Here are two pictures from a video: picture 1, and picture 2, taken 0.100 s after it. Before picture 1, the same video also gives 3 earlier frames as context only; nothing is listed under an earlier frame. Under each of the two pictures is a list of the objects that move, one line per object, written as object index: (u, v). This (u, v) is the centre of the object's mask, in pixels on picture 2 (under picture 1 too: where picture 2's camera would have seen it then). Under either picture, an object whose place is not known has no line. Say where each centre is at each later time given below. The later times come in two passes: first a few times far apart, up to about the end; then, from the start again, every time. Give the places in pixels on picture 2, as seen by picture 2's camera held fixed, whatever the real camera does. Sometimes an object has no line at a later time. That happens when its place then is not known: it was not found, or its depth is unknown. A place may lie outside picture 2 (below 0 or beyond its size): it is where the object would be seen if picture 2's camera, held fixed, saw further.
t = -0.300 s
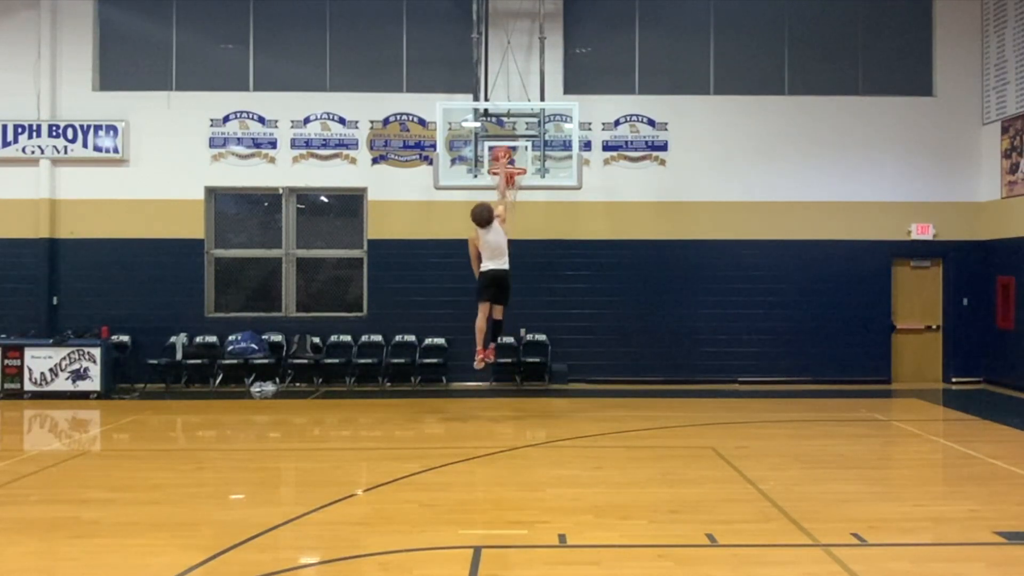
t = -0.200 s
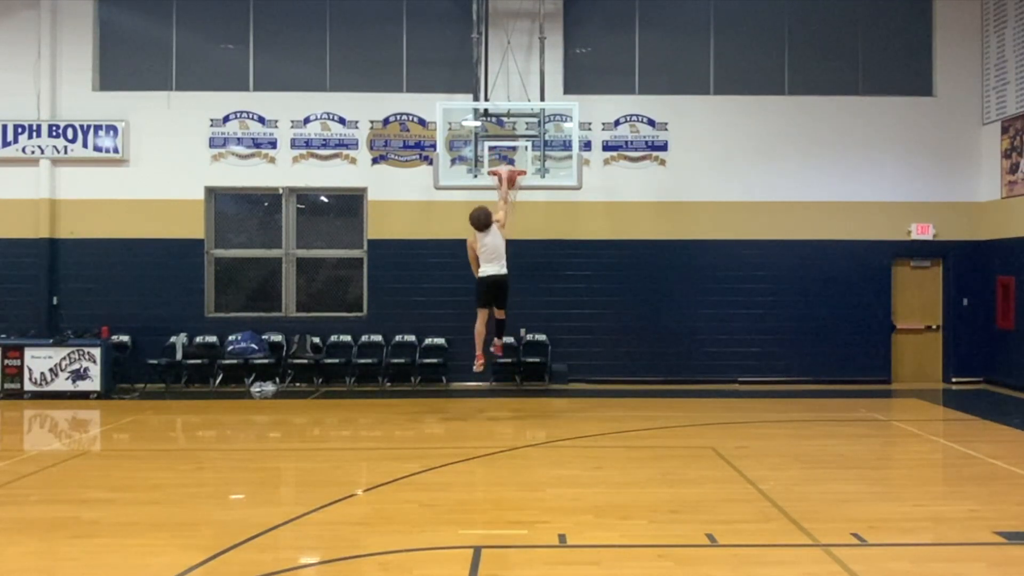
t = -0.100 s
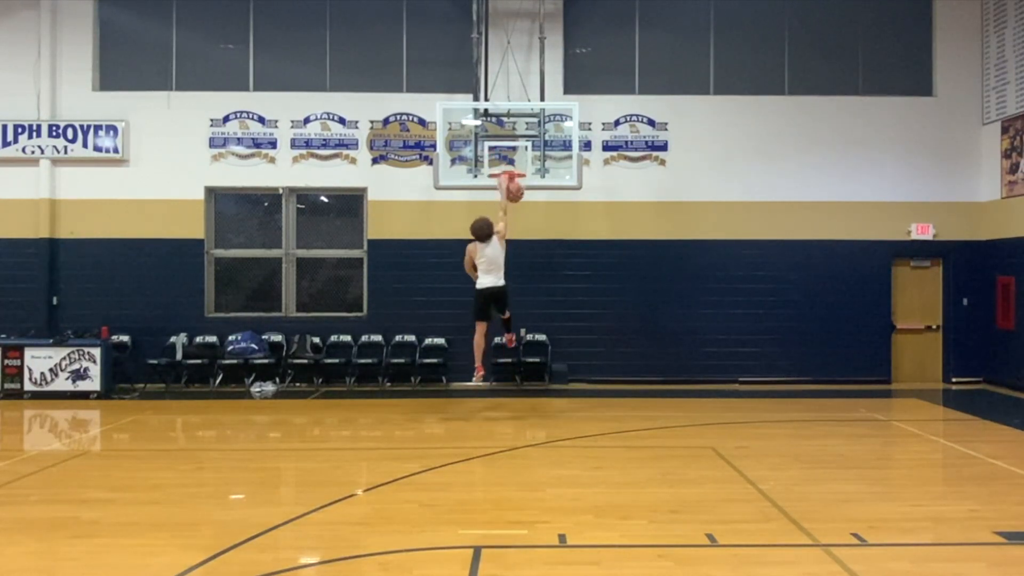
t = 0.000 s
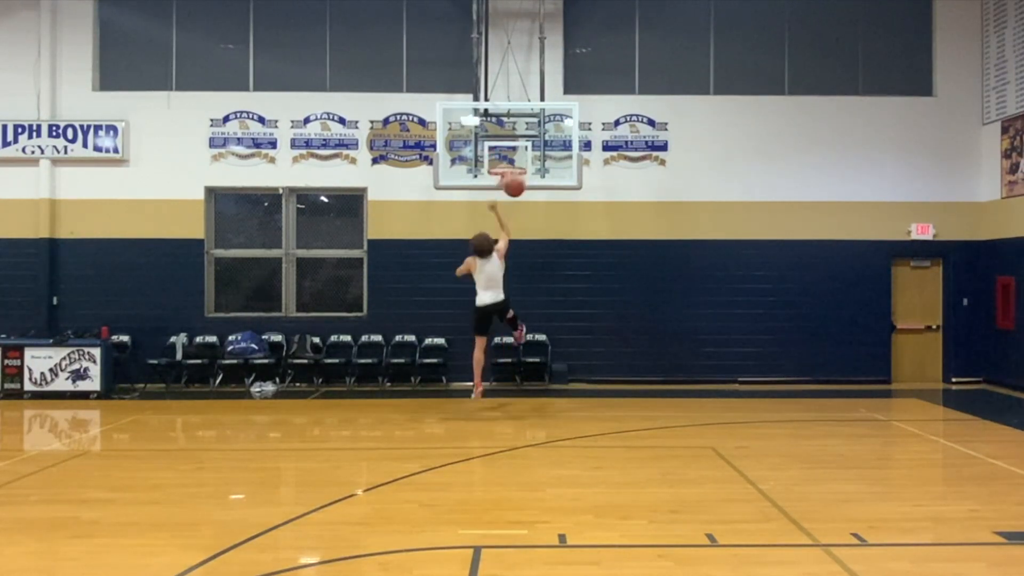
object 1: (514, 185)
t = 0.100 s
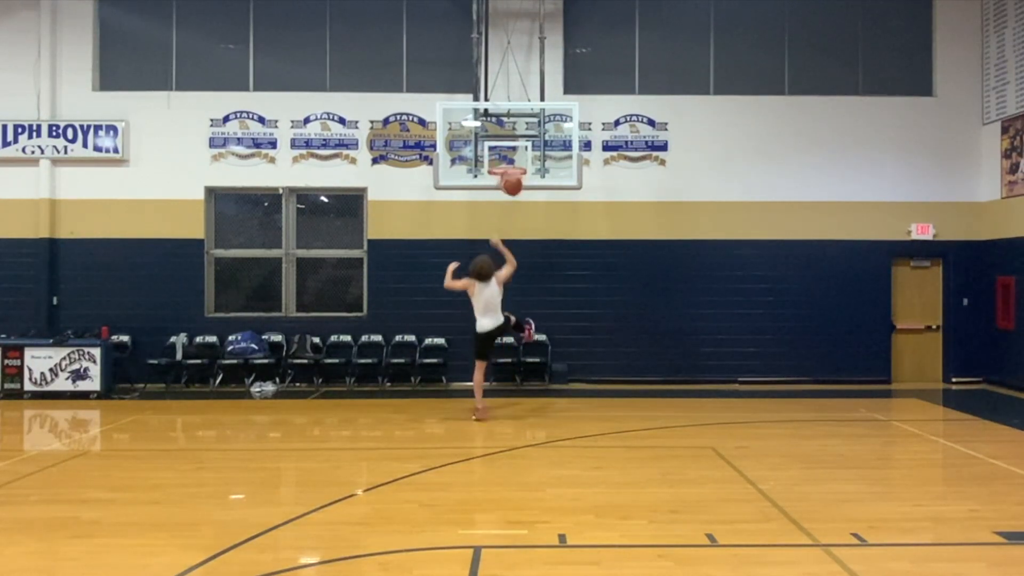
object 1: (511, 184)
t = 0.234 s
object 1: (507, 191)
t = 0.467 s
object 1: (499, 210)
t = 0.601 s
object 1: (496, 234)
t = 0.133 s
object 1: (510, 185)
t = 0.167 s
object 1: (509, 187)
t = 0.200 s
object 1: (508, 189)
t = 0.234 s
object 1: (507, 191)
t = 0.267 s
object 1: (506, 193)
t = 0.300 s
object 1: (505, 196)
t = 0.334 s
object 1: (503, 198)
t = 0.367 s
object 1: (502, 200)
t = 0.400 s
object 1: (501, 202)
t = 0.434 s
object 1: (500, 205)
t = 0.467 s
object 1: (499, 210)
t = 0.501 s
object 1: (498, 214)
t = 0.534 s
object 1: (498, 219)
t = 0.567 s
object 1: (497, 226)
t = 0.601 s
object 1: (496, 234)
